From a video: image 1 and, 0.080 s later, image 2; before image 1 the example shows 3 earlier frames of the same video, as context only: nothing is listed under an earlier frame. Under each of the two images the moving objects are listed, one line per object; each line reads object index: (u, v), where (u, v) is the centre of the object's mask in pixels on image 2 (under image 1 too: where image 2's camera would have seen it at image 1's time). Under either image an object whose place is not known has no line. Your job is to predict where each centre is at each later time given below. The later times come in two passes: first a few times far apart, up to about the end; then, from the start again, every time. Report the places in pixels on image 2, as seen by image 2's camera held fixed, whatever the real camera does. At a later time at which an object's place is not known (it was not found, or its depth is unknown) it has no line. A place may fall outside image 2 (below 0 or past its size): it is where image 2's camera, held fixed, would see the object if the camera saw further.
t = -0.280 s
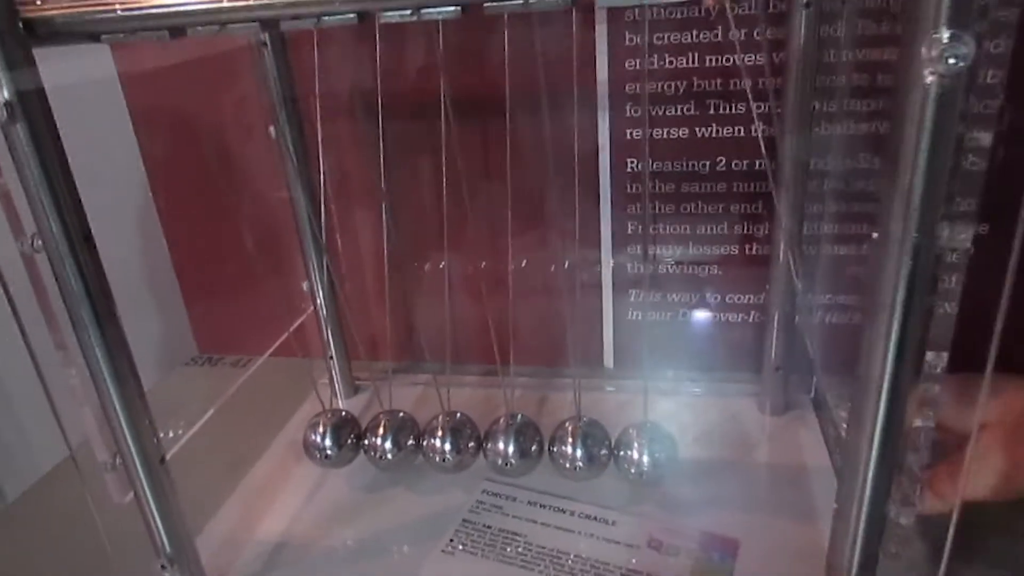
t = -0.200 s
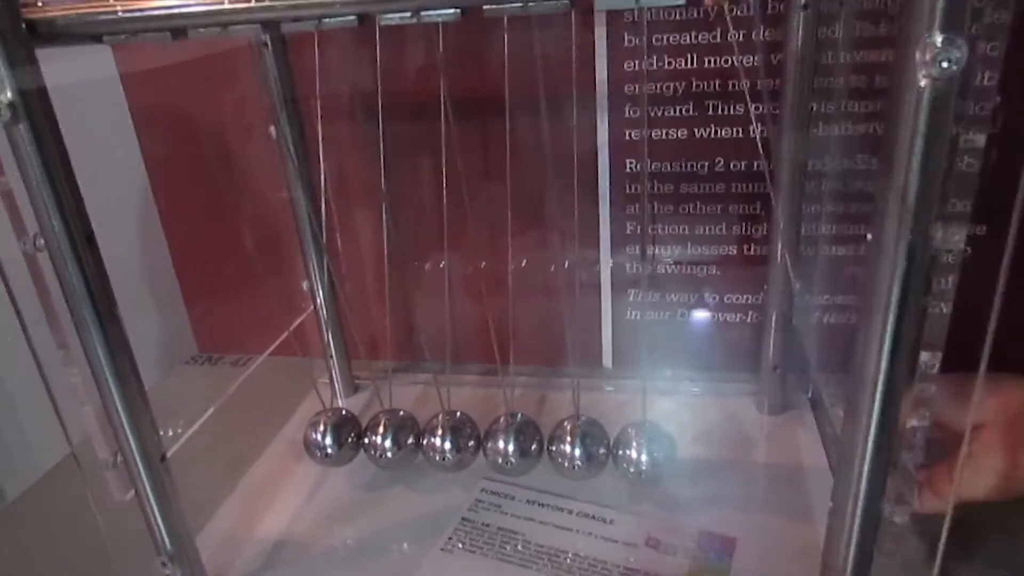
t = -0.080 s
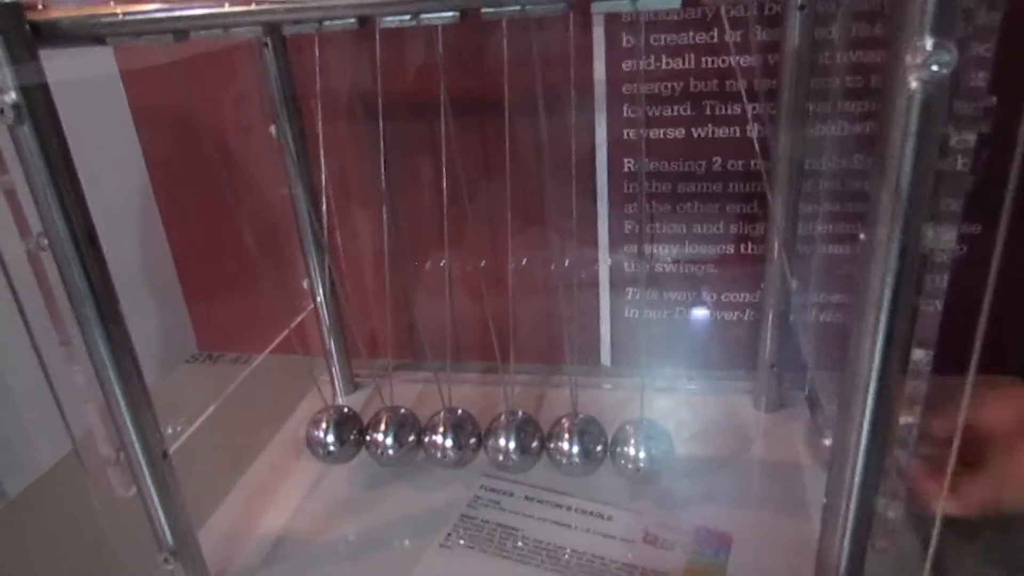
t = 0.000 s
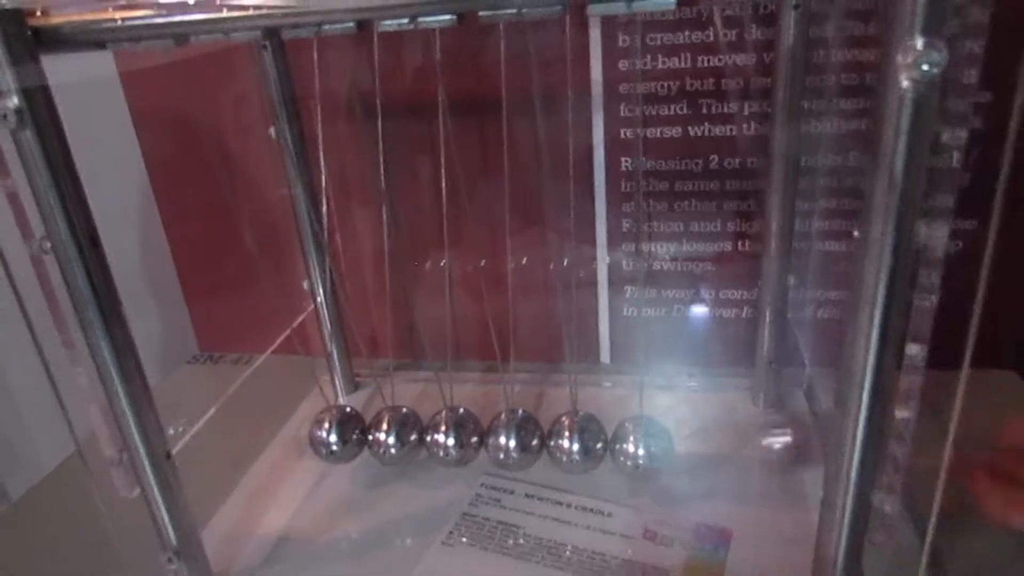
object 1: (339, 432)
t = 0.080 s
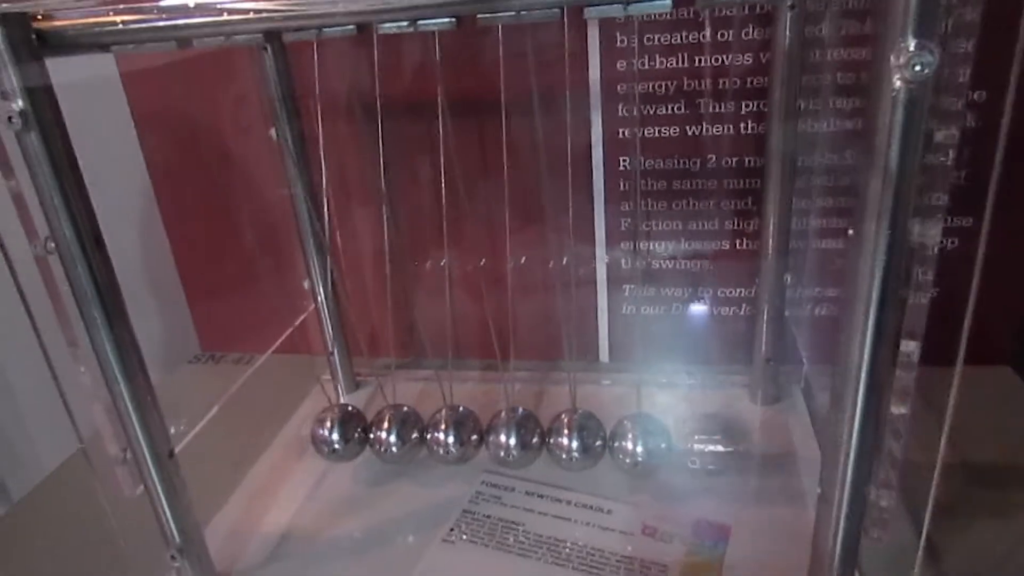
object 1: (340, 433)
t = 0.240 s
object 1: (261, 416)
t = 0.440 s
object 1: (247, 418)
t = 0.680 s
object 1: (337, 432)
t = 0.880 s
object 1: (343, 432)
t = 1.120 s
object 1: (339, 431)
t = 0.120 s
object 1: (324, 430)
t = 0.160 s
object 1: (303, 429)
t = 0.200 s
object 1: (280, 425)
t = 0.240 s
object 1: (261, 416)
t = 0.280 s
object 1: (245, 413)
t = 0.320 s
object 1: (237, 417)
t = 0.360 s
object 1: (236, 416)
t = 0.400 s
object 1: (238, 417)
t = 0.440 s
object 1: (247, 418)
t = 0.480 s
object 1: (264, 420)
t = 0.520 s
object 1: (284, 424)
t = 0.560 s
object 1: (304, 429)
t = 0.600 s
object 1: (328, 431)
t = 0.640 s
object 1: (334, 432)
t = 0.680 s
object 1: (337, 432)
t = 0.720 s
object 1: (340, 432)
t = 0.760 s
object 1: (342, 432)
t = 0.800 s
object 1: (342, 432)
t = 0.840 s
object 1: (343, 432)
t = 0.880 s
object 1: (343, 432)
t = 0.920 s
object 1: (343, 432)
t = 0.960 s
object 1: (342, 431)
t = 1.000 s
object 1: (342, 431)
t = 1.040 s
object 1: (341, 431)
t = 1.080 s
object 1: (340, 431)
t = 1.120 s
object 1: (339, 431)
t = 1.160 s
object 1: (338, 431)
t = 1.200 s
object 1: (337, 430)
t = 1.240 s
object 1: (326, 429)
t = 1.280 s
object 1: (312, 427)
